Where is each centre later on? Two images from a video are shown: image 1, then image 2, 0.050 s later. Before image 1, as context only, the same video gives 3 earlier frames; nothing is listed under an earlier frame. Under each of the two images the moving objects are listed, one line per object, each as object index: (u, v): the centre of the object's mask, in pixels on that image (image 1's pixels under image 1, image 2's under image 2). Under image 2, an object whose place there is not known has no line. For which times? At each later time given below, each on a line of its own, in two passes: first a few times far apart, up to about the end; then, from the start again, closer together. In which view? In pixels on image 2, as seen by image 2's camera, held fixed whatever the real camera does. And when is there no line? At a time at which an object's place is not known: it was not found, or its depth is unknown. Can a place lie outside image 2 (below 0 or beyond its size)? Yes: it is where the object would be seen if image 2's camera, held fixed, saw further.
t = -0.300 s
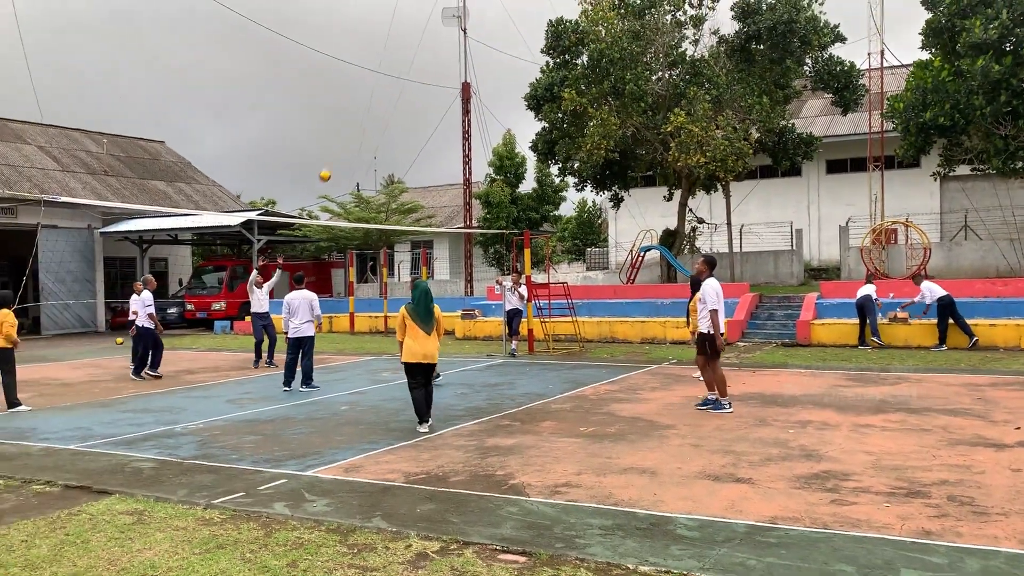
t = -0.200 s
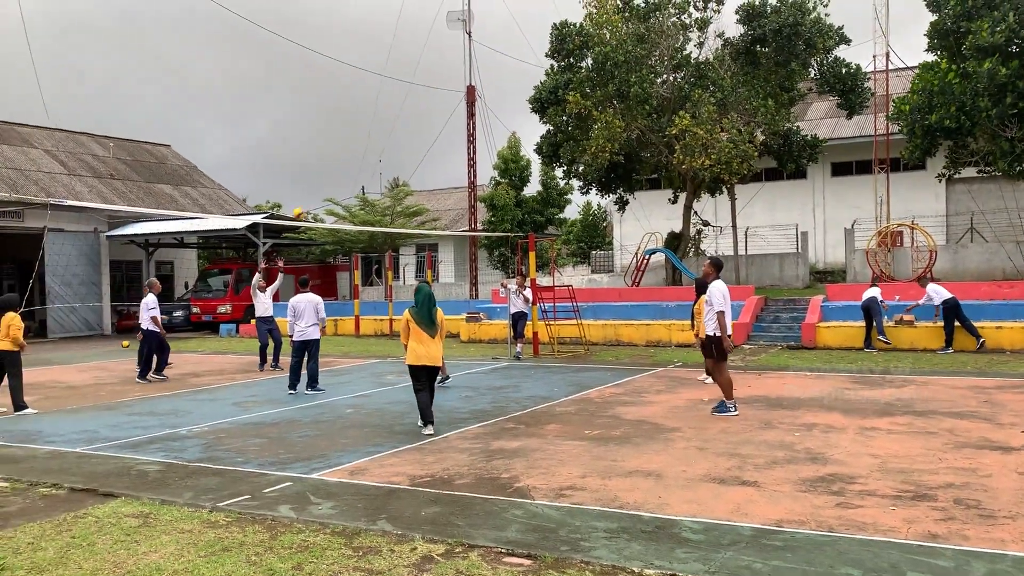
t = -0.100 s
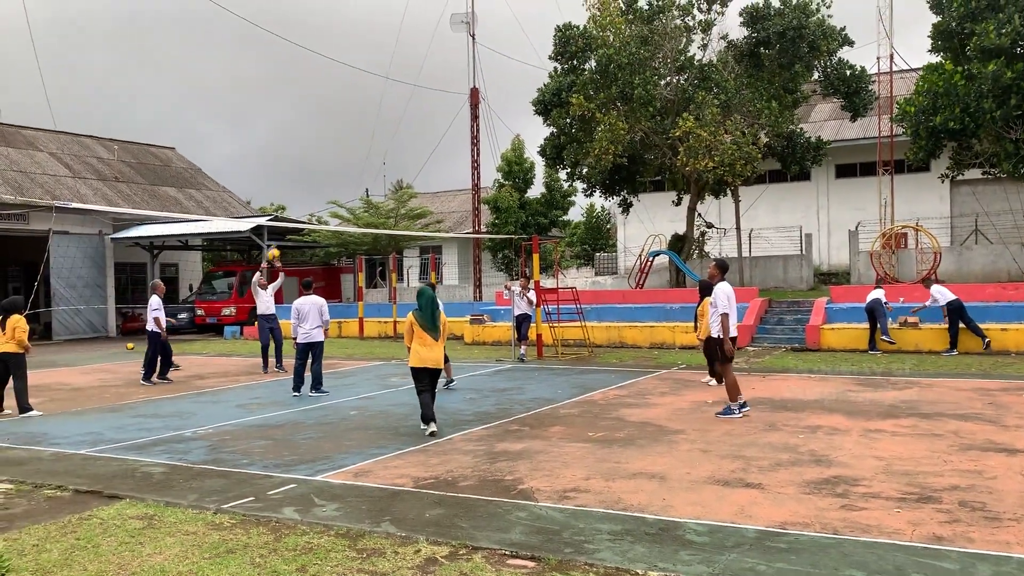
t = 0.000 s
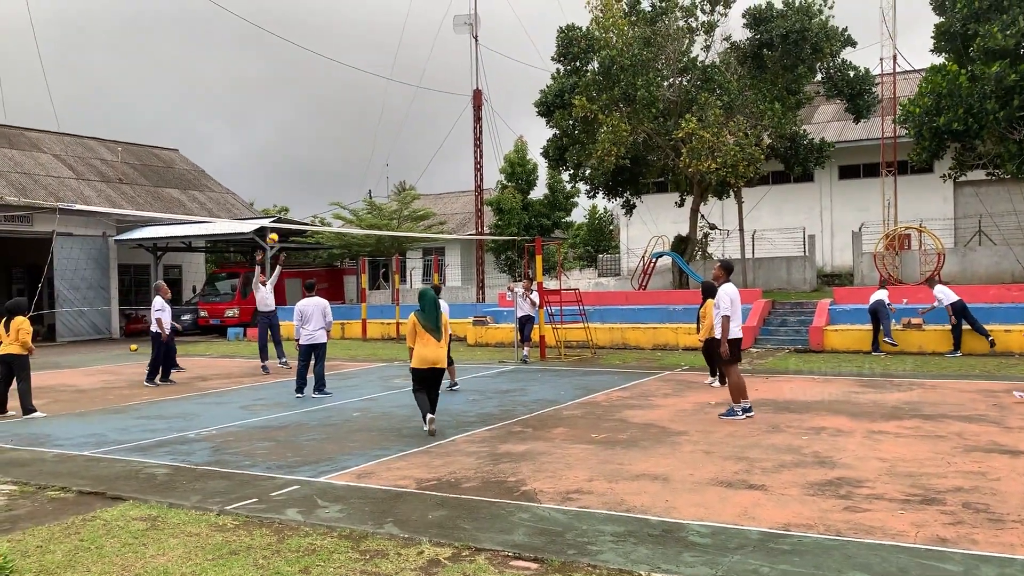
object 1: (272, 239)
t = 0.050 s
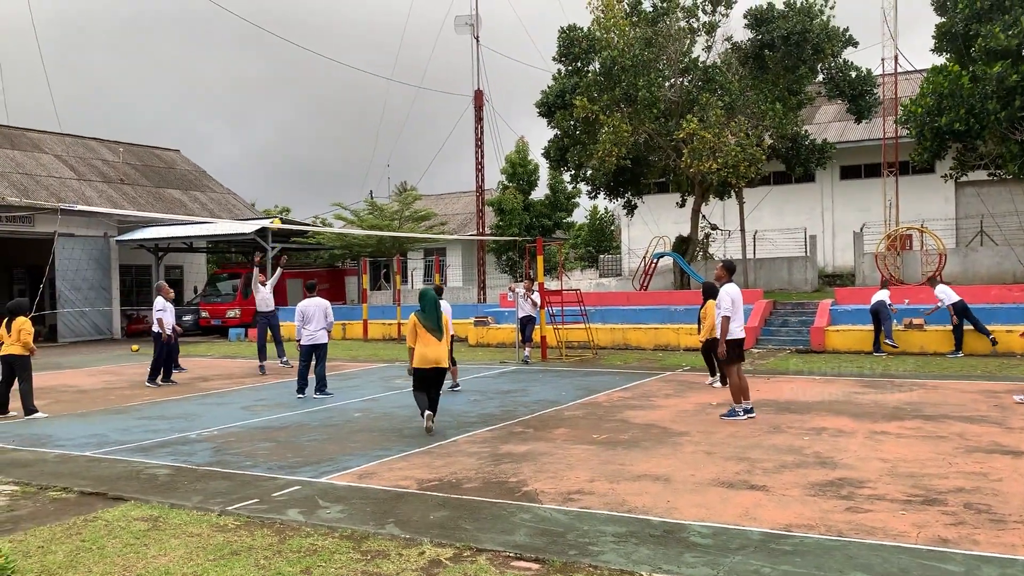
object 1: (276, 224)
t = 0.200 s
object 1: (278, 184)
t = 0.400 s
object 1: (284, 148)
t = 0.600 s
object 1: (290, 133)
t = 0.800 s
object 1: (297, 141)
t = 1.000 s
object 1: (305, 175)
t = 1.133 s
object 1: (311, 212)
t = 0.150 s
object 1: (277, 196)
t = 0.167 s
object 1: (277, 192)
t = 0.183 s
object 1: (278, 188)
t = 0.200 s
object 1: (278, 184)
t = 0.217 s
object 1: (279, 181)
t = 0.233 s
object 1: (279, 177)
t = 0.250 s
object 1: (280, 174)
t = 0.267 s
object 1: (280, 170)
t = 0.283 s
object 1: (281, 167)
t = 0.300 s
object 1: (281, 164)
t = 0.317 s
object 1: (282, 161)
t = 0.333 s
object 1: (282, 158)
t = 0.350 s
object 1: (283, 155)
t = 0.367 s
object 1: (283, 153)
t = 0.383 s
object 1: (284, 150)
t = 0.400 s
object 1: (284, 148)
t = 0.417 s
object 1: (285, 146)
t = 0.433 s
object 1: (285, 144)
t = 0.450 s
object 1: (286, 142)
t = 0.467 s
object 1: (286, 141)
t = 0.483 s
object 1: (287, 140)
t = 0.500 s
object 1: (287, 138)
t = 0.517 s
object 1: (288, 137)
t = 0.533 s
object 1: (288, 136)
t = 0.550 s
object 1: (288, 135)
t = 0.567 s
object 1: (289, 134)
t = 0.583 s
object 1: (290, 134)
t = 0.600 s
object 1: (290, 133)
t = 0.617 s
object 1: (291, 133)
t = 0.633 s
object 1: (291, 133)
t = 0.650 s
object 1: (292, 133)
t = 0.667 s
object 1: (292, 133)
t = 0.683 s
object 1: (293, 134)
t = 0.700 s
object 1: (293, 134)
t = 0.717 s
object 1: (294, 135)
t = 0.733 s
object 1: (294, 136)
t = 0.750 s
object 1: (295, 137)
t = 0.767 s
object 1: (296, 138)
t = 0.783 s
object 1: (296, 140)
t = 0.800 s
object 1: (297, 141)
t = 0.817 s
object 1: (297, 143)
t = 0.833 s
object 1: (298, 145)
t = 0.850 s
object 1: (298, 148)
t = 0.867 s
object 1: (299, 150)
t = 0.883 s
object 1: (300, 152)
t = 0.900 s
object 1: (301, 155)
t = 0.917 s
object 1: (302, 158)
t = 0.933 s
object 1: (302, 162)
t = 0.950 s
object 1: (302, 164)
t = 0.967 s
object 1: (303, 168)
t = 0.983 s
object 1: (304, 171)
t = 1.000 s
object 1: (305, 175)
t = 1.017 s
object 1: (305, 179)
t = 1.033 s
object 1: (306, 183)
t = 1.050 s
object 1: (307, 187)
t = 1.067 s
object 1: (308, 192)
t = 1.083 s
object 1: (309, 197)
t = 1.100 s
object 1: (309, 201)
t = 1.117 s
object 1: (310, 206)
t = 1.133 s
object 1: (311, 212)
